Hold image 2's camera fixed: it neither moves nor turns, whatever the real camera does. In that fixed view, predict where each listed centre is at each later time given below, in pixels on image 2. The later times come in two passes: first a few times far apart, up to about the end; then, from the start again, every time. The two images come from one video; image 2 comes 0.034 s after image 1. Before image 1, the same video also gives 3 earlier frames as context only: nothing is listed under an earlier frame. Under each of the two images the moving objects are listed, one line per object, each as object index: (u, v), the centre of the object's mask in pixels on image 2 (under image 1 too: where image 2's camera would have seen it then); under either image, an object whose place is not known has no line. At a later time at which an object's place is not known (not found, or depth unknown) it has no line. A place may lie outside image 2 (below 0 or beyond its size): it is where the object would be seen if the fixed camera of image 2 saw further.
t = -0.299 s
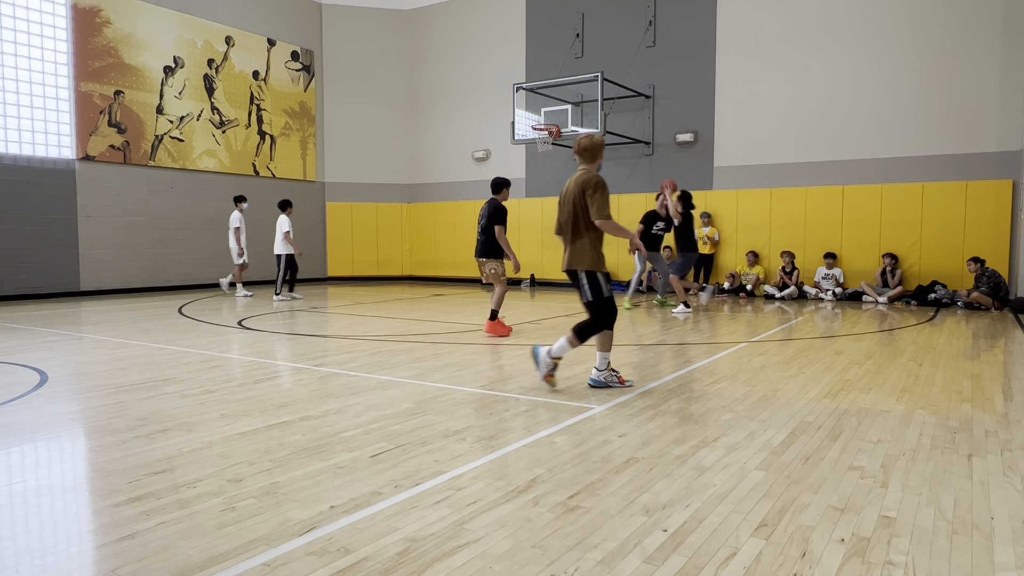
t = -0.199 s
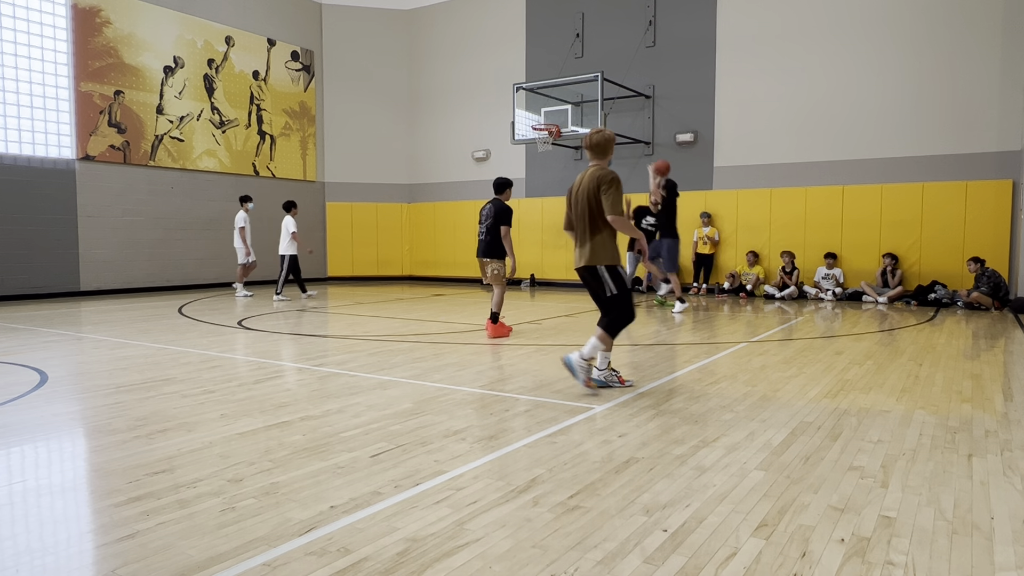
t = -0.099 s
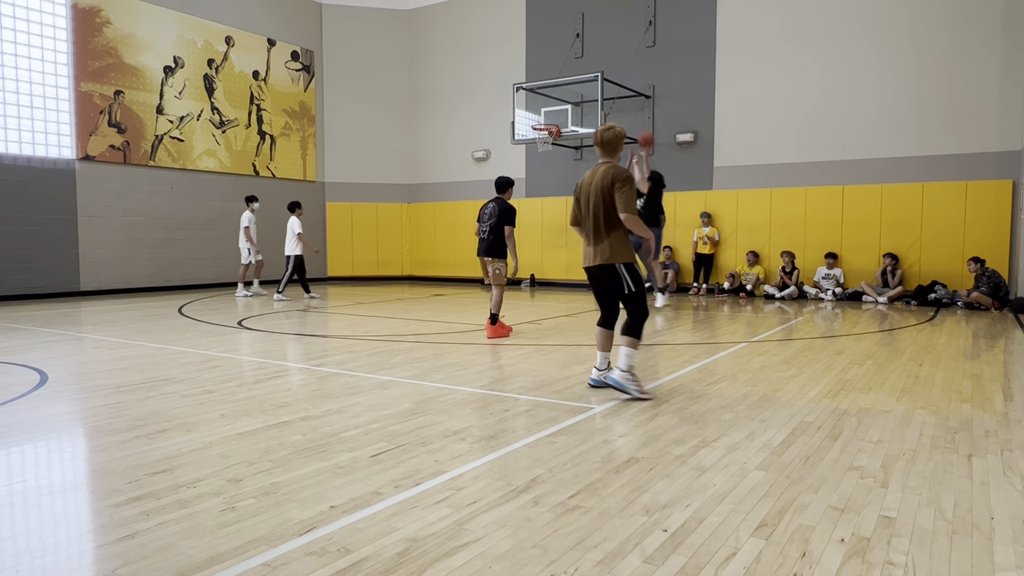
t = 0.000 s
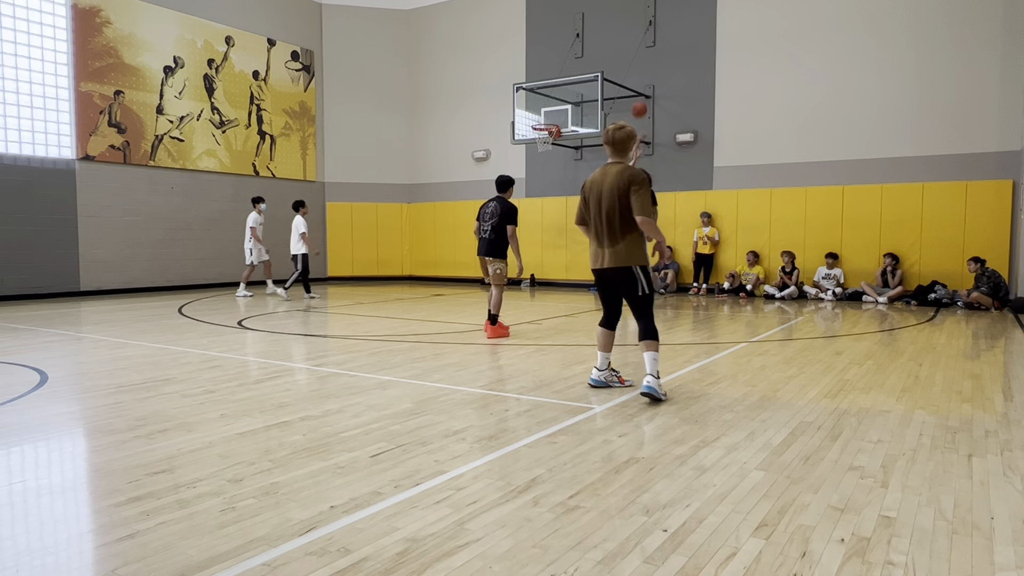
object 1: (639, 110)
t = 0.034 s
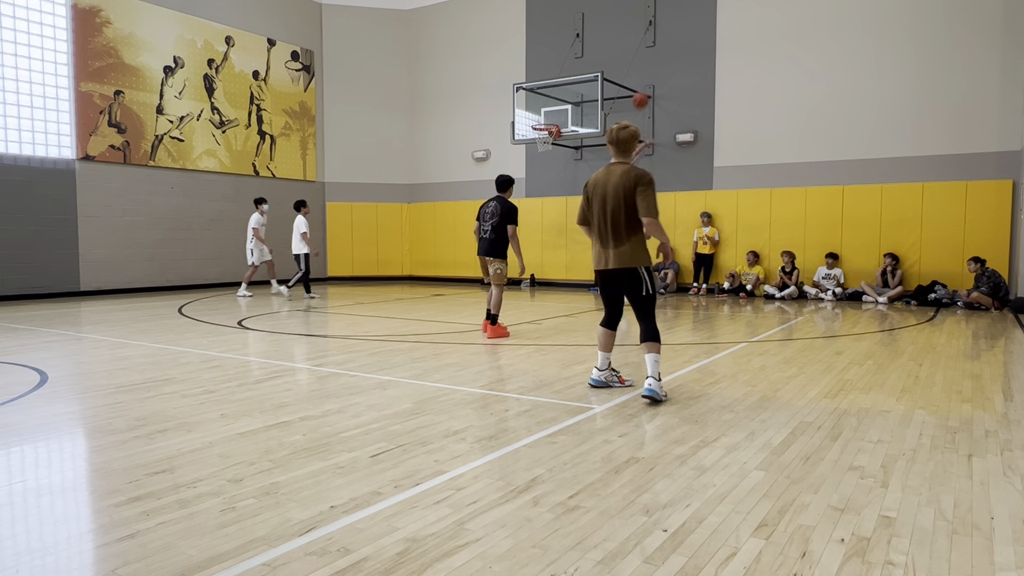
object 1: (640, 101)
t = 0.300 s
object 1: (647, 55)
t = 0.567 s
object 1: (652, 57)
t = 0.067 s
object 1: (641, 92)
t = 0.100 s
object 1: (642, 84)
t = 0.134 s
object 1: (643, 77)
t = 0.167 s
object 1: (644, 71)
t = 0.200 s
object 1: (644, 66)
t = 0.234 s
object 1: (645, 62)
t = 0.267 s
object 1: (646, 58)
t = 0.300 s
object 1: (647, 55)
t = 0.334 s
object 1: (647, 53)
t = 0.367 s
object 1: (648, 51)
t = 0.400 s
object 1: (649, 51)
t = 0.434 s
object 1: (649, 50)
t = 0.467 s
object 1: (650, 51)
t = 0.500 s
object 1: (651, 52)
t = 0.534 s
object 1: (651, 54)
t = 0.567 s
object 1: (652, 57)
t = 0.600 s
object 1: (652, 60)
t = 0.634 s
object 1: (653, 64)
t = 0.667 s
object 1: (653, 69)
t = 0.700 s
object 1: (654, 74)
